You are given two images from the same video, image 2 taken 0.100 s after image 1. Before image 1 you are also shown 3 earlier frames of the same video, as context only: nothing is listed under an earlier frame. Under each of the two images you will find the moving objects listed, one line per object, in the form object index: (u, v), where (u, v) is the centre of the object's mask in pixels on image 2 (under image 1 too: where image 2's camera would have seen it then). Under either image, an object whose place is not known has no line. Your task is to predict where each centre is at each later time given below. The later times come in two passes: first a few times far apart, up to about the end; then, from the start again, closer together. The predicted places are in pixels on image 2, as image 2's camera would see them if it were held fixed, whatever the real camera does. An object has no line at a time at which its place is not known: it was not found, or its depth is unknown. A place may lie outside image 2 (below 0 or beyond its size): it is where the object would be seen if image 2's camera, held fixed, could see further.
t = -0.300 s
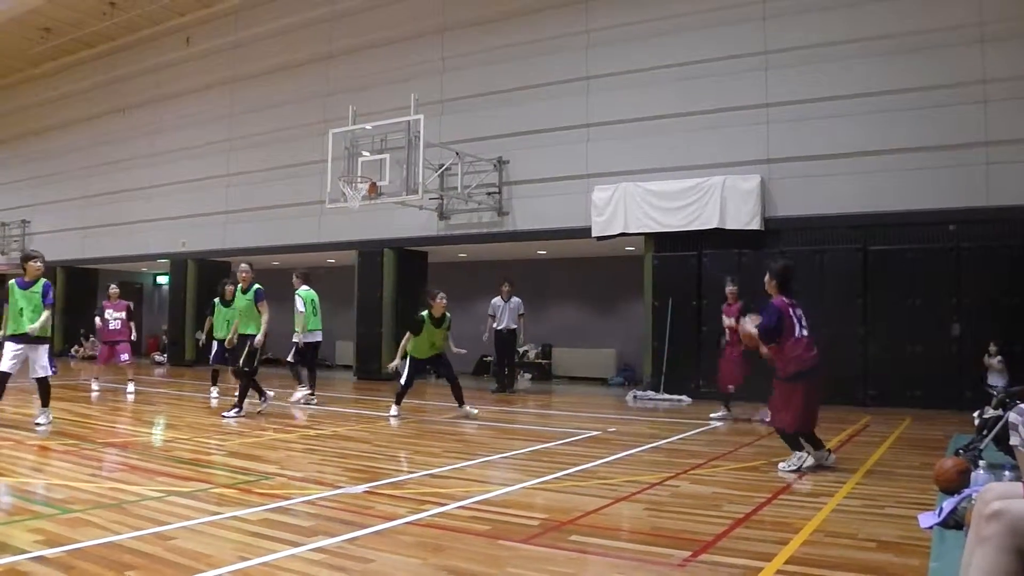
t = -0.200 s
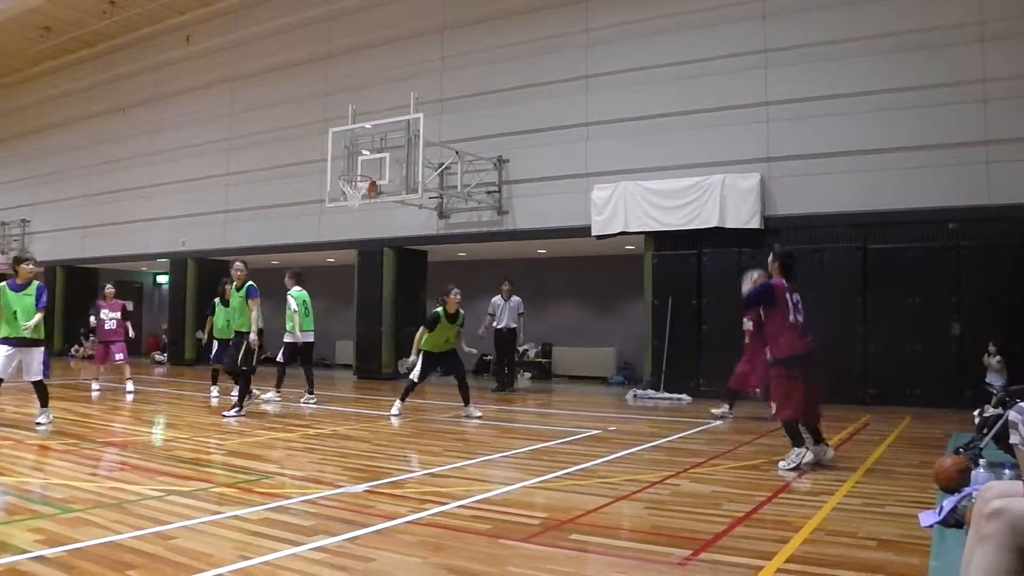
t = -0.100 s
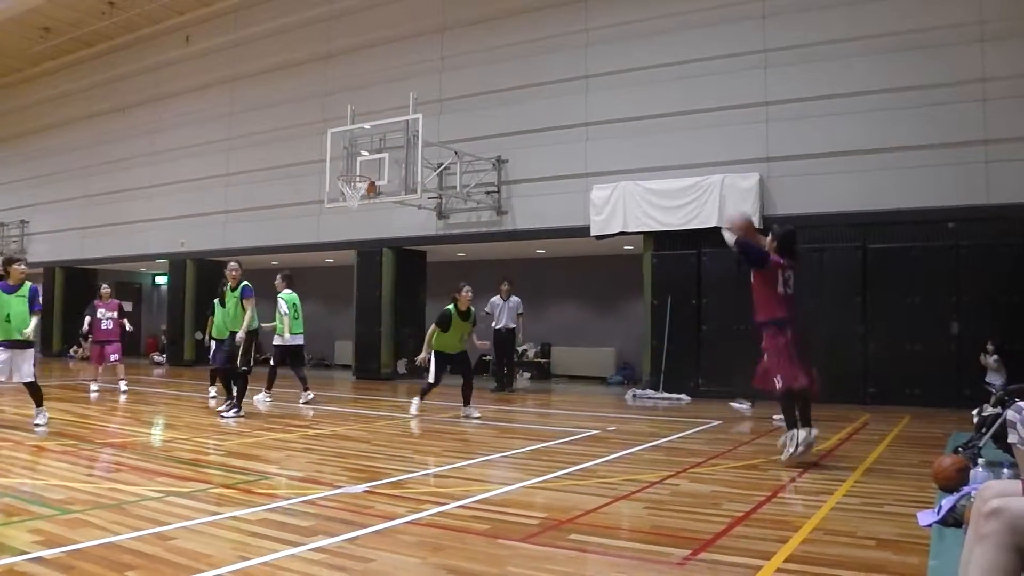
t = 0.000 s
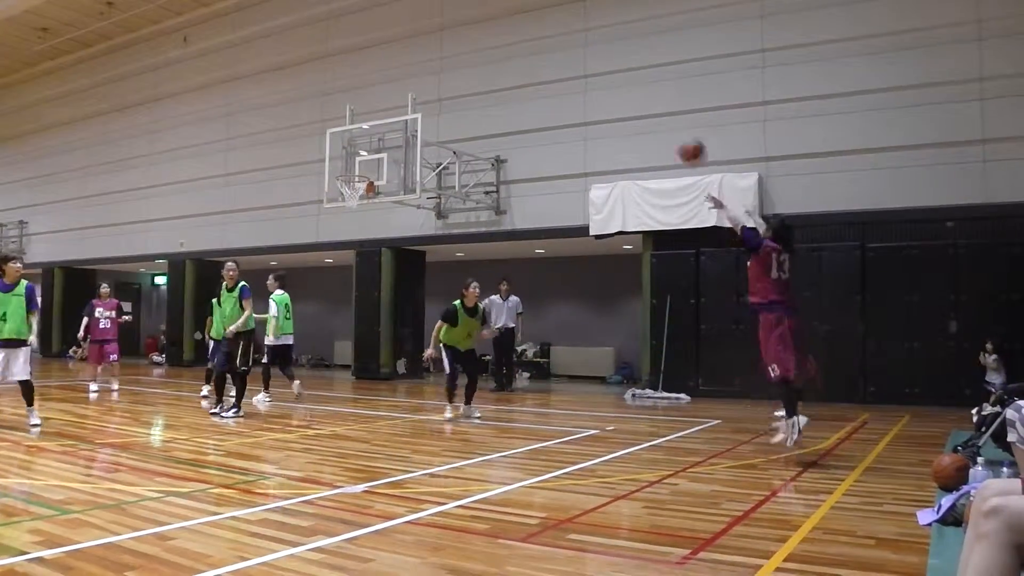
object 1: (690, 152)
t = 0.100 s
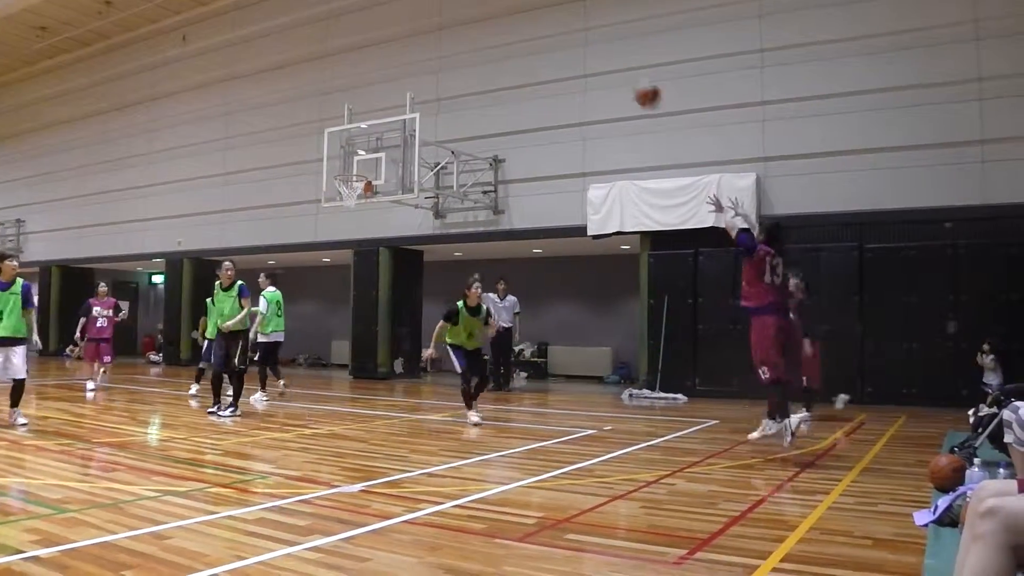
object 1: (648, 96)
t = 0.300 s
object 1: (577, 29)
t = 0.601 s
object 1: (496, 15)
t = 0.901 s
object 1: (435, 67)
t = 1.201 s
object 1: (385, 171)
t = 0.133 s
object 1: (635, 80)
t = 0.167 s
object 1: (623, 67)
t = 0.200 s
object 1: (610, 55)
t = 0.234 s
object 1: (598, 45)
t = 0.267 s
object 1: (586, 37)
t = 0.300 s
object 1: (577, 29)
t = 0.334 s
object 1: (566, 24)
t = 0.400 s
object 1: (547, 15)
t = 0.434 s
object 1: (538, 13)
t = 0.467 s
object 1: (529, 12)
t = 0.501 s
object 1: (521, 11)
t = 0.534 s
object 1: (512, 12)
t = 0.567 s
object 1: (504, 13)
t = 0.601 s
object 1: (496, 15)
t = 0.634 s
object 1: (488, 18)
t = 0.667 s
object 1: (481, 22)
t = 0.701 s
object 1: (474, 26)
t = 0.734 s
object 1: (467, 31)
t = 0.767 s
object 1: (461, 37)
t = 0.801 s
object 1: (454, 44)
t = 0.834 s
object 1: (447, 51)
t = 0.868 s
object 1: (441, 59)
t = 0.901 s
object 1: (435, 67)
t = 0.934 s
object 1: (428, 76)
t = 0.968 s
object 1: (423, 86)
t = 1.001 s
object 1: (417, 97)
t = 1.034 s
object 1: (411, 108)
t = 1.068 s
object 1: (406, 121)
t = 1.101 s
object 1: (401, 134)
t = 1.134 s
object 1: (394, 143)
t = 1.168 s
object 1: (391, 157)
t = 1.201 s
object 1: (385, 171)
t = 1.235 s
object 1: (381, 182)
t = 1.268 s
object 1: (372, 190)
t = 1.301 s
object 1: (365, 200)
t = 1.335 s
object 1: (358, 208)
